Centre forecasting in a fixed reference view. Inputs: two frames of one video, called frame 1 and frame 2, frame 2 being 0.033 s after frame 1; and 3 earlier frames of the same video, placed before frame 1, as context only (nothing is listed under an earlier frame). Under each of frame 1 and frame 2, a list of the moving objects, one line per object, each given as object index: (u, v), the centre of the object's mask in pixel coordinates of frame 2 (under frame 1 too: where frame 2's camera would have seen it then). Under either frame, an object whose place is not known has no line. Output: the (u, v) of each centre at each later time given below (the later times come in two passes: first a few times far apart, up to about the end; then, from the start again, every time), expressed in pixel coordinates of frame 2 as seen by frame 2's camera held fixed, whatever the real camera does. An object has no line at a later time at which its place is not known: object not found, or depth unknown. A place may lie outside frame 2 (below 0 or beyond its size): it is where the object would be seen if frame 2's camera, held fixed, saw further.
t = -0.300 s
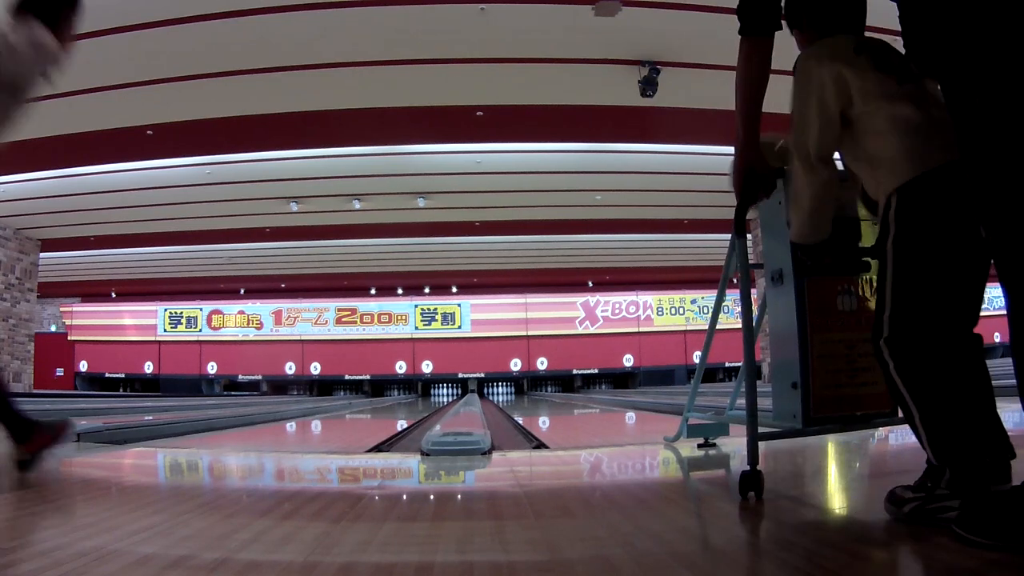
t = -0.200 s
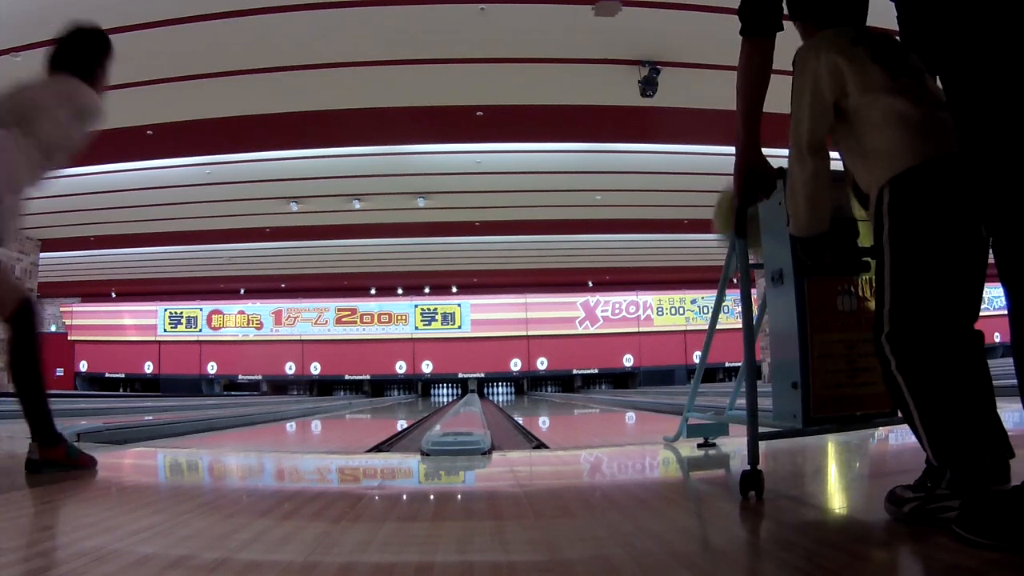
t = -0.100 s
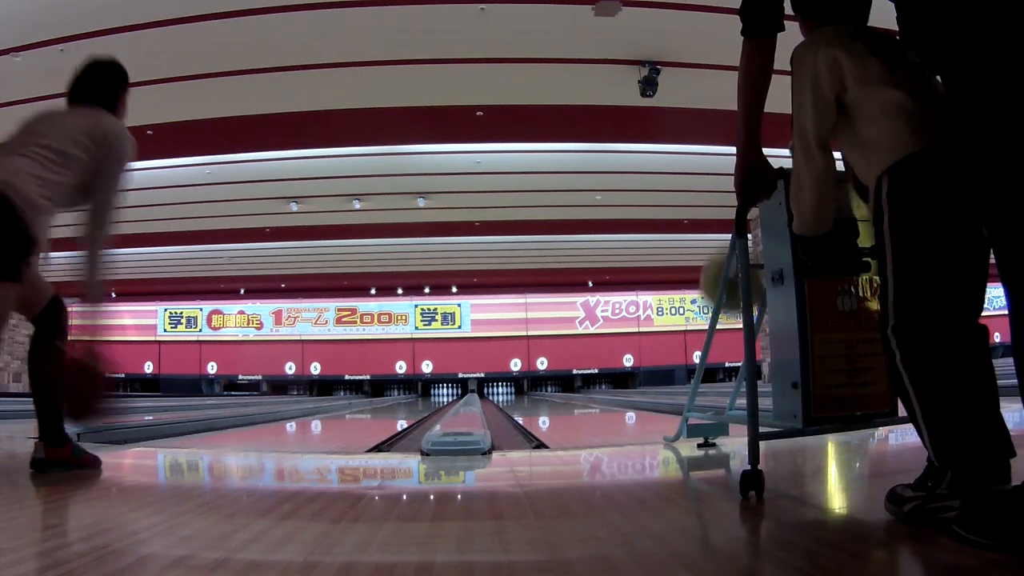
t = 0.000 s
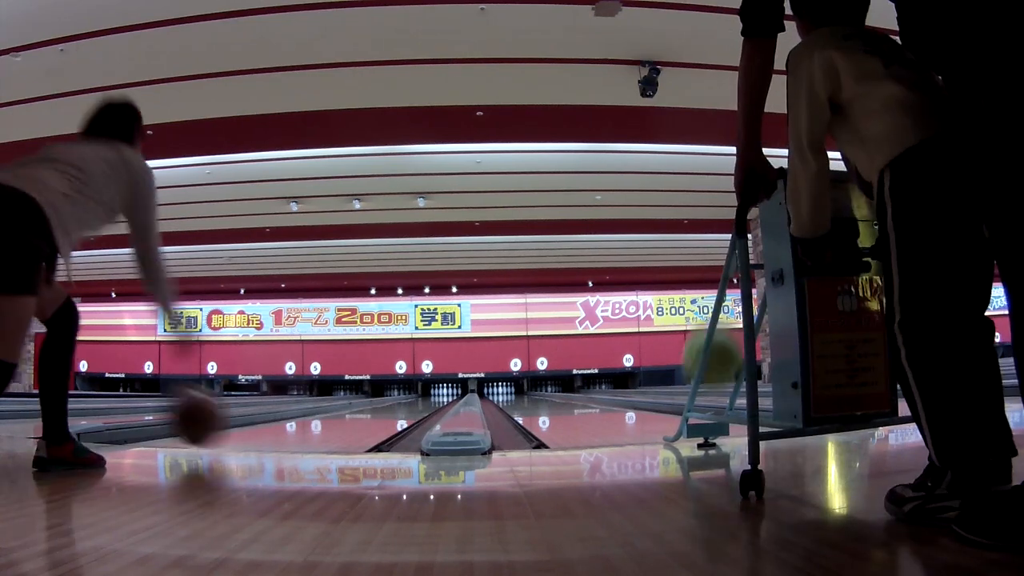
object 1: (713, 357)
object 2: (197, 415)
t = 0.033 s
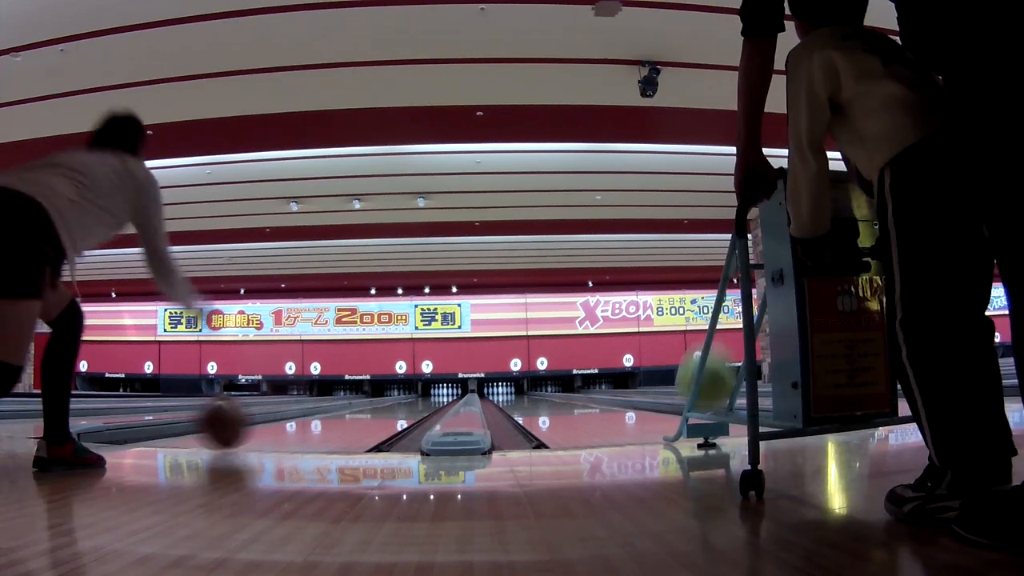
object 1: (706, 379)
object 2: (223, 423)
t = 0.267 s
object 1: (649, 408)
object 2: (328, 410)
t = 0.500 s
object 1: (612, 405)
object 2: (375, 404)
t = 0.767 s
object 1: (586, 402)
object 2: (405, 400)
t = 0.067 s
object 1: (699, 393)
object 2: (245, 417)
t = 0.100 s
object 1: (686, 405)
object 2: (263, 413)
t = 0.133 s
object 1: (671, 404)
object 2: (279, 412)
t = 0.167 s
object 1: (667, 405)
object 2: (295, 414)
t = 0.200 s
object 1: (663, 407)
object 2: (306, 412)
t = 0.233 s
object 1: (656, 409)
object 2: (318, 411)
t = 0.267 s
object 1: (649, 408)
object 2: (328, 410)
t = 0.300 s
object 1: (643, 408)
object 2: (337, 409)
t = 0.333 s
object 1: (637, 408)
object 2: (345, 409)
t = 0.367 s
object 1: (631, 407)
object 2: (352, 407)
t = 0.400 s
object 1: (626, 407)
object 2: (358, 406)
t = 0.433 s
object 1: (621, 406)
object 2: (364, 406)
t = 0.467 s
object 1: (617, 406)
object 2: (370, 405)
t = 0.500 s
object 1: (612, 405)
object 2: (375, 404)
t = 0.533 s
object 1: (608, 405)
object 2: (379, 404)
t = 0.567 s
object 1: (605, 404)
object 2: (384, 403)
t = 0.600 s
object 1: (601, 404)
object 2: (388, 403)
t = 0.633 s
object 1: (597, 404)
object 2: (392, 402)
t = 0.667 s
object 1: (594, 403)
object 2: (395, 402)
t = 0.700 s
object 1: (591, 403)
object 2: (399, 401)
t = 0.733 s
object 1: (588, 403)
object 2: (402, 401)
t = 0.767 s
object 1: (586, 402)
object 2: (405, 400)
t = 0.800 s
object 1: (583, 402)
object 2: (408, 400)
